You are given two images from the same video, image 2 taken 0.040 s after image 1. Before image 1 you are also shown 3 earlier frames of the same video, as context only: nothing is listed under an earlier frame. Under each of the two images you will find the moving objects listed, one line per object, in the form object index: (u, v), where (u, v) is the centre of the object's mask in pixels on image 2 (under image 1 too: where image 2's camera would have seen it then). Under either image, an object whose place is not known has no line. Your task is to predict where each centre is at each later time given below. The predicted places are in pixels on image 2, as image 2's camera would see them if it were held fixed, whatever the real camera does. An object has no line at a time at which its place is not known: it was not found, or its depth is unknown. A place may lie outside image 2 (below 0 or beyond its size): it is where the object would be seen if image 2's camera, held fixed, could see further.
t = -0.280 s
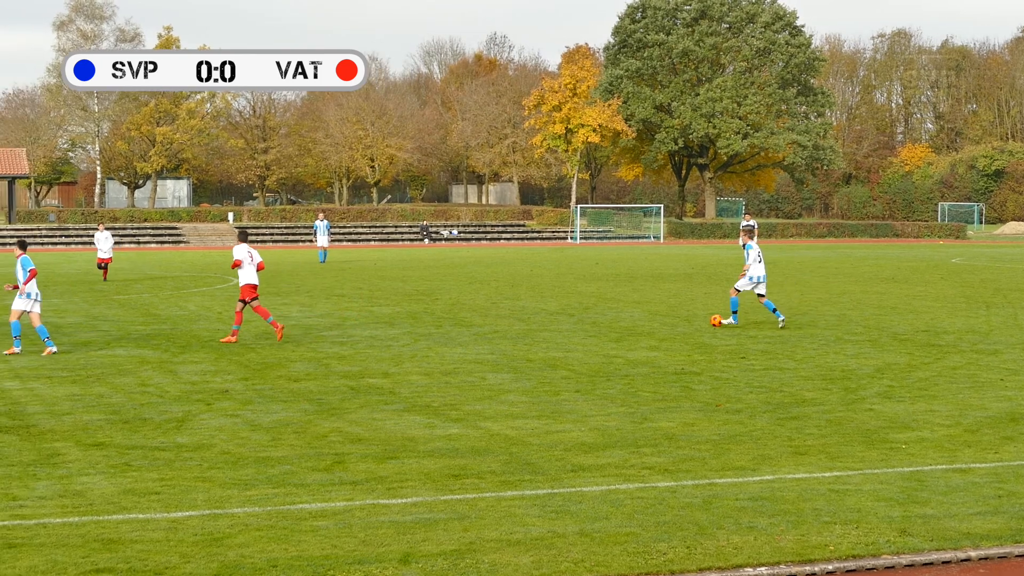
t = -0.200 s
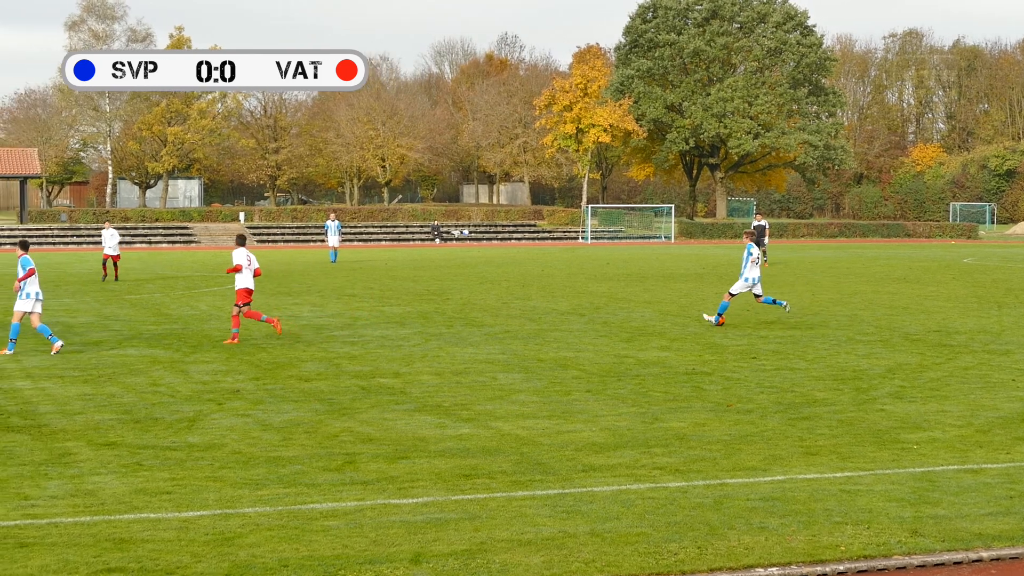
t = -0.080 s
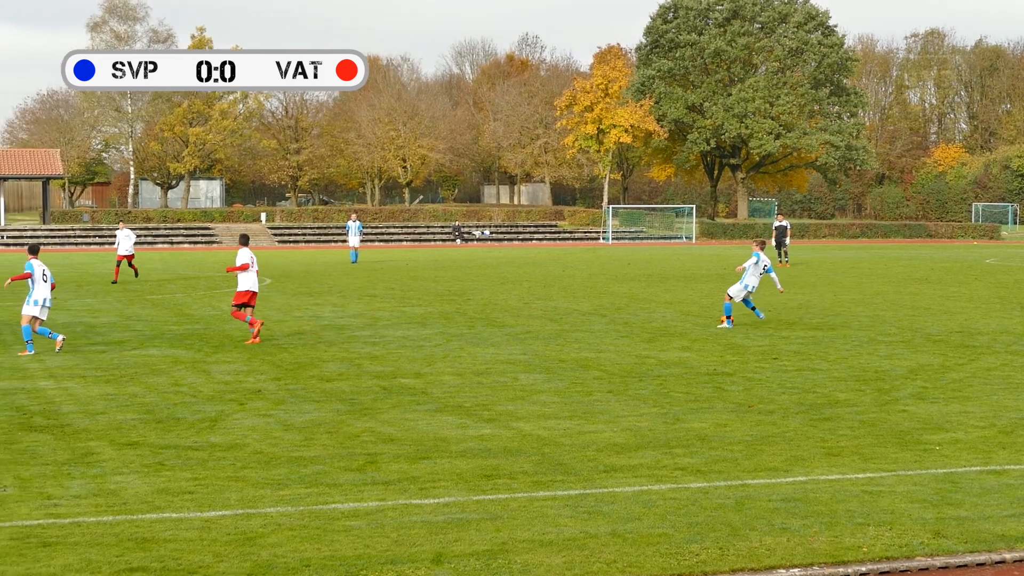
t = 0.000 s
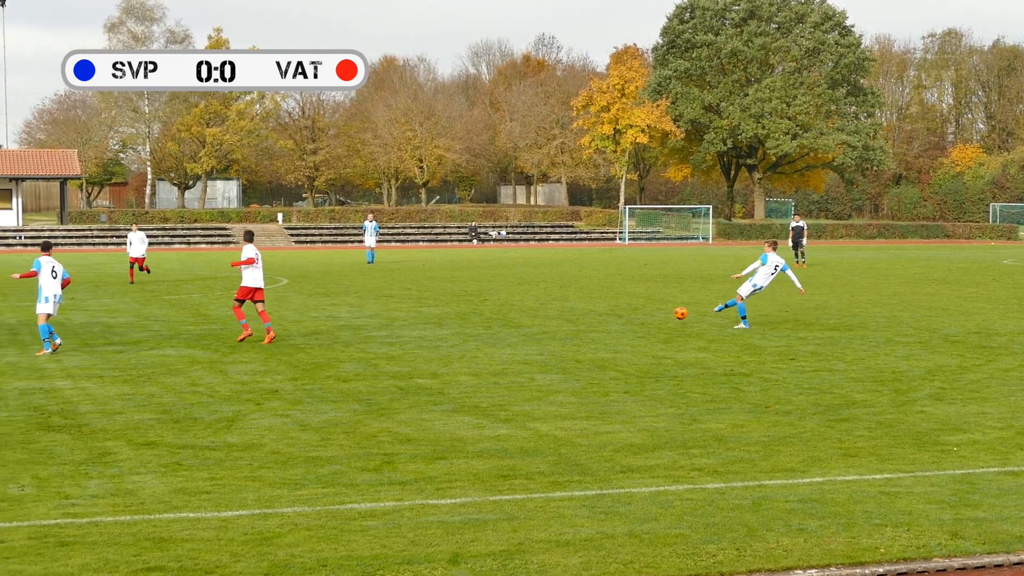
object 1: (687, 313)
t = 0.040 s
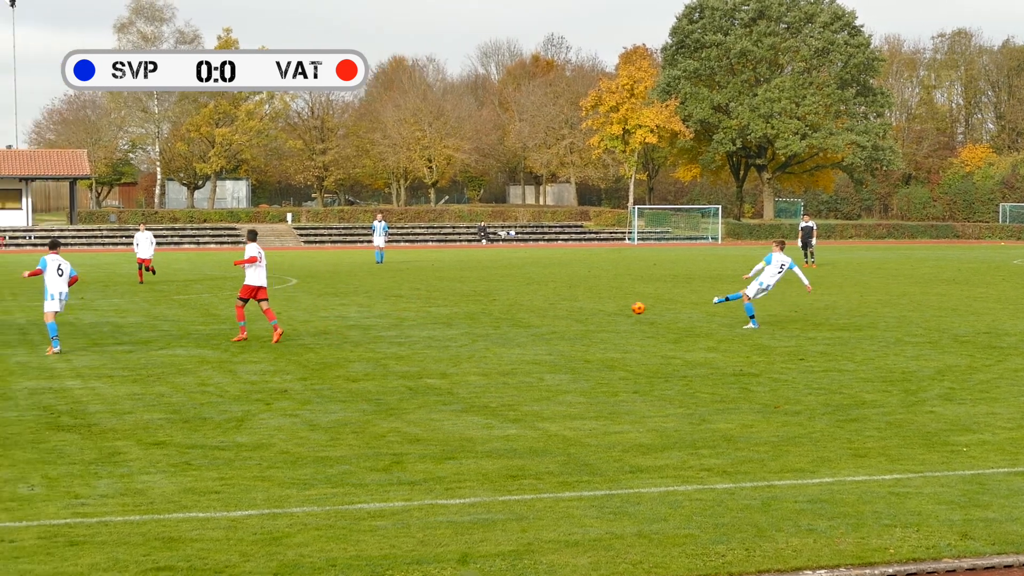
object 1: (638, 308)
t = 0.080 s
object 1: (590, 304)
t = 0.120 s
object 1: (544, 301)
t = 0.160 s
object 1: (499, 299)
